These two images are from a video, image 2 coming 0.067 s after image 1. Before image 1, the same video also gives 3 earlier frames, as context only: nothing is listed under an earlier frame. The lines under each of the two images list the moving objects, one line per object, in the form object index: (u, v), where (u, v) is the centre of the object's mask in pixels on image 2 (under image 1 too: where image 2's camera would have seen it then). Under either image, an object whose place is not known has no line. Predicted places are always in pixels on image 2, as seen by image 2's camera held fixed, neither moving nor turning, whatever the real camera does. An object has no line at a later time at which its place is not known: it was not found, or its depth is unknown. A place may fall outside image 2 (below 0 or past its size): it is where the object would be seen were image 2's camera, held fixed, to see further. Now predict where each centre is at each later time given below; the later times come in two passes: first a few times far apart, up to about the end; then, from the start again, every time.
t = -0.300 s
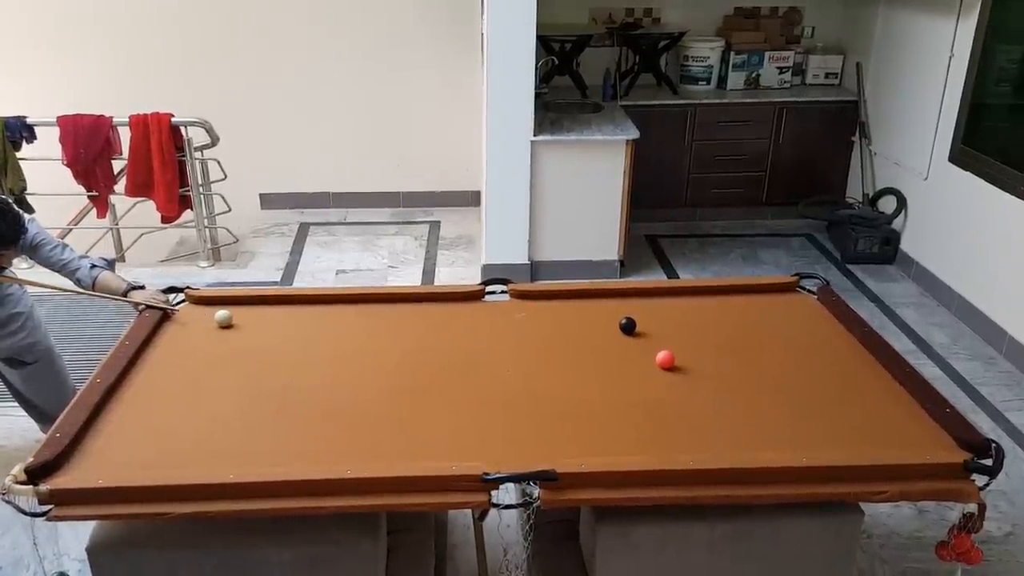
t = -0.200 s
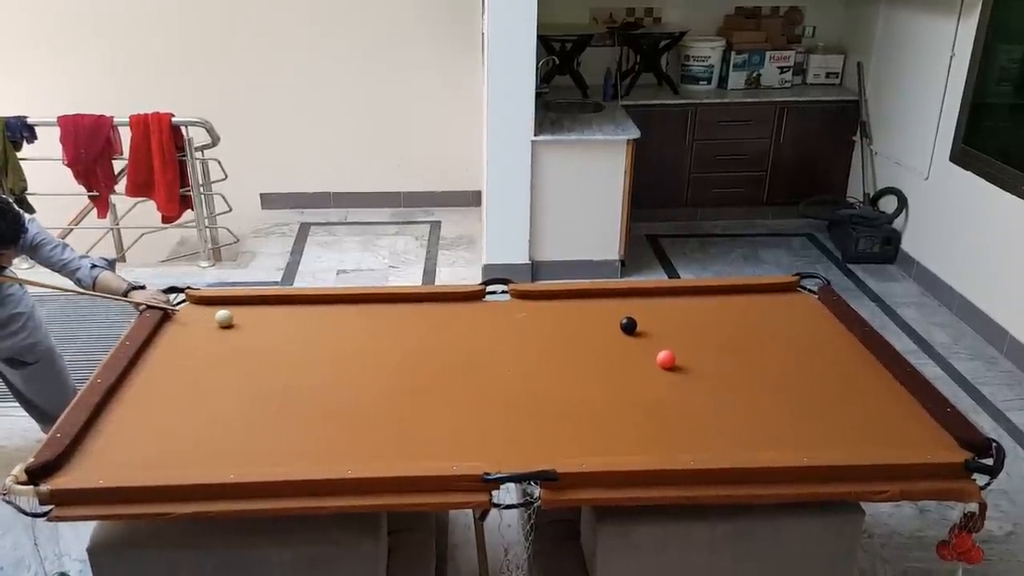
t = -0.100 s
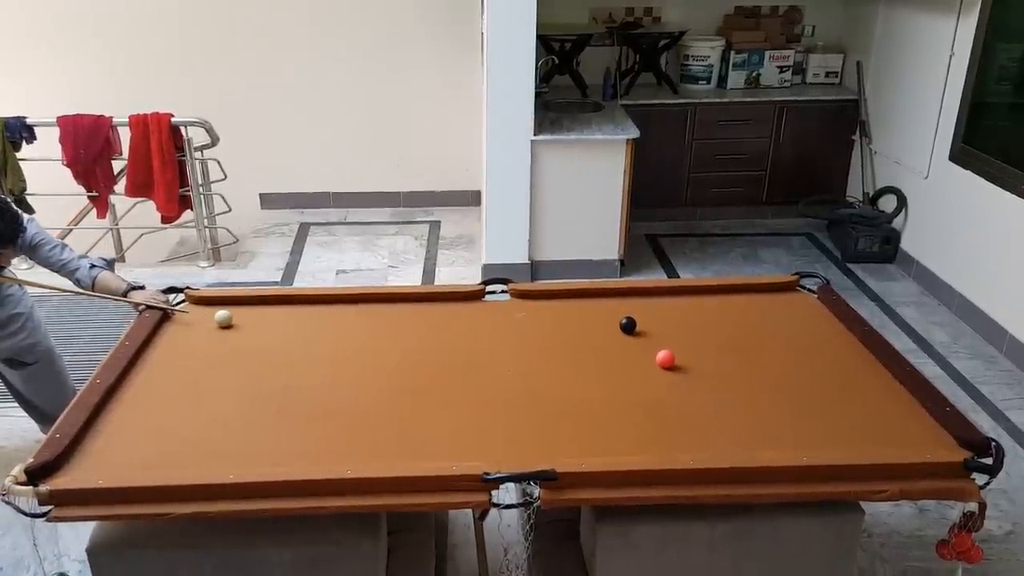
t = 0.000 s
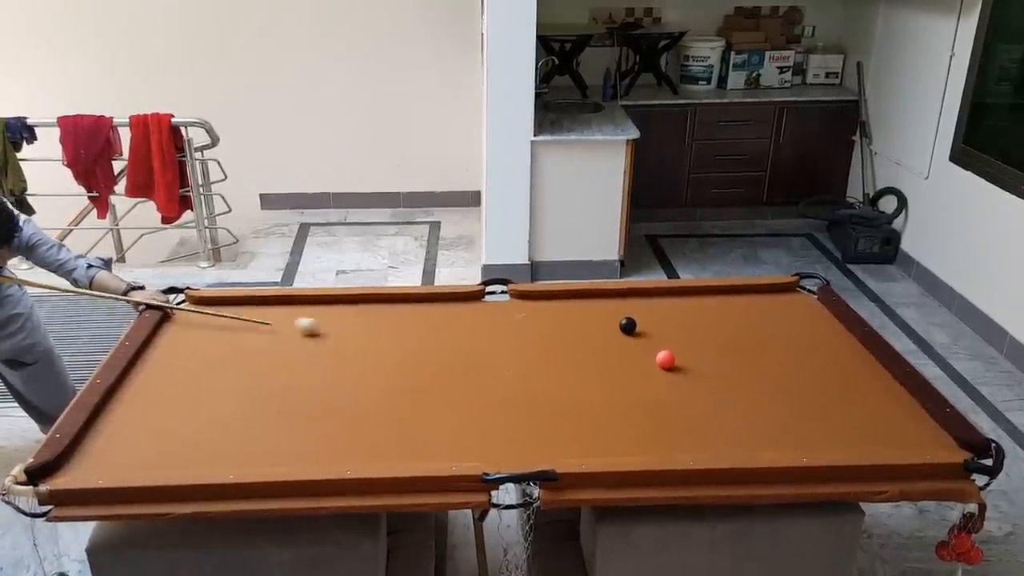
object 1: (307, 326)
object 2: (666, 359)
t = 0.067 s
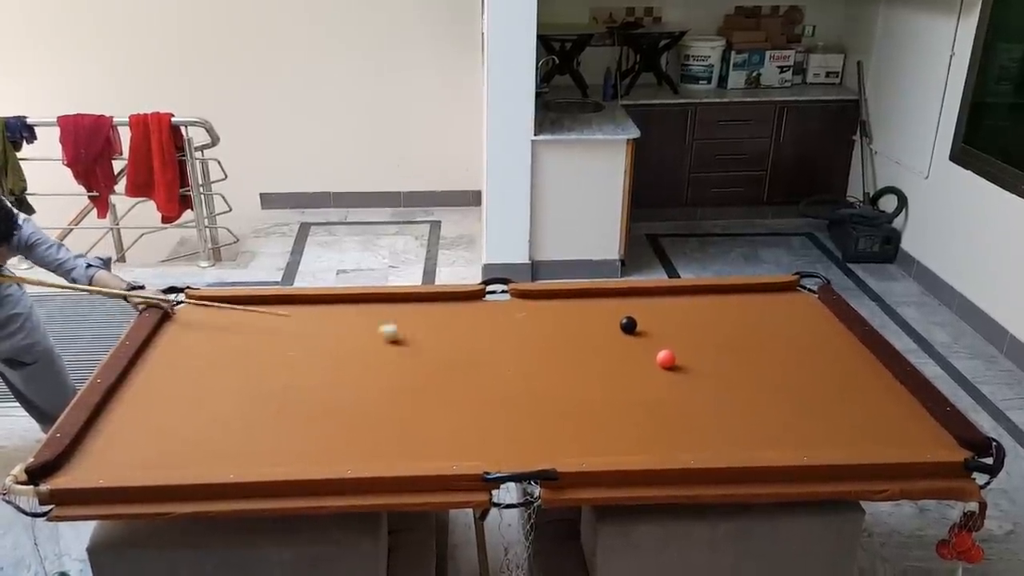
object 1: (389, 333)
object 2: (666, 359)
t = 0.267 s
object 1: (623, 354)
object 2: (665, 359)
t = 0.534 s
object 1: (691, 354)
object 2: (885, 390)
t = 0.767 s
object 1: (770, 356)
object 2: (772, 415)
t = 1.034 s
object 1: (856, 359)
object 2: (645, 443)
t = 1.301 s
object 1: (838, 364)
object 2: (518, 453)
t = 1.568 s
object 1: (802, 369)
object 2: (400, 447)
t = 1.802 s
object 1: (770, 374)
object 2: (301, 442)
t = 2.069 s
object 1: (737, 379)
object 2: (193, 439)
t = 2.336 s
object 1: (706, 384)
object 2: (91, 435)
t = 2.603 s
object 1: (677, 388)
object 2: (144, 429)
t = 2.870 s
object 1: (650, 393)
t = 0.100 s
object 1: (429, 337)
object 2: (666, 359)
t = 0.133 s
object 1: (469, 340)
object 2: (666, 359)
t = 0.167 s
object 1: (509, 343)
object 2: (666, 359)
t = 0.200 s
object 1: (546, 346)
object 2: (665, 359)
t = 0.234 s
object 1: (584, 351)
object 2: (666, 359)
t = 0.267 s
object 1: (623, 354)
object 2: (665, 359)
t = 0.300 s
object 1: (648, 356)
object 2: (681, 361)
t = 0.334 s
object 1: (650, 355)
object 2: (719, 365)
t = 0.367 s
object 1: (654, 355)
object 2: (757, 369)
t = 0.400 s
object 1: (659, 354)
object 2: (794, 374)
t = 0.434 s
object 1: (665, 354)
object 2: (830, 378)
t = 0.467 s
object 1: (673, 354)
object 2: (865, 382)
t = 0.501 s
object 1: (681, 354)
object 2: (899, 387)
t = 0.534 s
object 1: (691, 354)
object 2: (885, 390)
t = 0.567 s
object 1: (703, 354)
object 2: (866, 394)
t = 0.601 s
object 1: (713, 354)
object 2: (848, 398)
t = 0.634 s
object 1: (725, 355)
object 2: (832, 401)
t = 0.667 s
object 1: (736, 355)
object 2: (817, 404)
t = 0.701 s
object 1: (747, 356)
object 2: (802, 408)
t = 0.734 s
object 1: (758, 356)
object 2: (787, 411)
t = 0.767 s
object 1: (770, 356)
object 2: (772, 415)
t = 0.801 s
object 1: (780, 357)
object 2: (756, 419)
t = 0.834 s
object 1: (791, 357)
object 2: (741, 422)
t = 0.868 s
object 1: (803, 357)
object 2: (726, 426)
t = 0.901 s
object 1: (813, 358)
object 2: (709, 430)
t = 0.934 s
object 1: (824, 358)
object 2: (694, 433)
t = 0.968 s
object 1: (835, 358)
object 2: (678, 436)
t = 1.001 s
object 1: (845, 359)
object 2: (662, 440)
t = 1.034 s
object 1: (856, 359)
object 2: (645, 443)
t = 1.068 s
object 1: (868, 360)
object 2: (629, 446)
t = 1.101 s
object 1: (870, 360)
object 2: (613, 449)
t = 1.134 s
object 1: (863, 361)
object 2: (596, 451)
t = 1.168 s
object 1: (857, 362)
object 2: (579, 452)
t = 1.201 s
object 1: (852, 362)
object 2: (564, 451)
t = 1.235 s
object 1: (848, 363)
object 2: (549, 452)
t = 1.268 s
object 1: (843, 363)
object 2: (534, 454)
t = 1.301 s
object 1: (838, 364)
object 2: (518, 453)
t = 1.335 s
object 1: (833, 365)
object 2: (503, 452)
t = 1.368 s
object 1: (828, 365)
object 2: (488, 451)
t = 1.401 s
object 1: (824, 366)
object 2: (472, 450)
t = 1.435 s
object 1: (819, 366)
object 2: (458, 449)
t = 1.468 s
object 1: (815, 367)
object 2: (443, 449)
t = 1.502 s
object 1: (810, 368)
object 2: (428, 448)
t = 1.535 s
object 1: (806, 369)
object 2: (414, 447)
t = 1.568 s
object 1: (802, 369)
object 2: (400, 447)
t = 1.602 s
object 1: (797, 370)
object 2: (385, 446)
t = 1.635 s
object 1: (792, 371)
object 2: (371, 446)
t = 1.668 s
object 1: (788, 371)
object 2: (357, 445)
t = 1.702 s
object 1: (783, 372)
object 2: (343, 444)
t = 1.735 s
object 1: (779, 373)
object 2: (329, 443)
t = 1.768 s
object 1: (775, 373)
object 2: (315, 443)
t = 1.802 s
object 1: (770, 374)
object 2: (301, 442)
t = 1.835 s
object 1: (766, 374)
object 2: (288, 442)
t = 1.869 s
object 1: (762, 375)
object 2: (274, 441)
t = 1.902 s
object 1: (758, 376)
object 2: (260, 441)
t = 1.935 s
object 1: (754, 377)
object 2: (247, 441)
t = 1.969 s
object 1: (750, 377)
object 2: (233, 440)
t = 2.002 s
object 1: (746, 378)
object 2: (220, 439)
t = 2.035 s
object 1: (741, 378)
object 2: (207, 439)
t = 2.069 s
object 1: (737, 379)
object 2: (193, 439)
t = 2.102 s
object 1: (733, 380)
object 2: (180, 438)
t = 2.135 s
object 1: (729, 380)
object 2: (167, 438)
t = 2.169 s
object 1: (725, 381)
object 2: (155, 437)
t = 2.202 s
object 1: (721, 382)
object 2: (142, 436)
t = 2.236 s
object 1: (717, 382)
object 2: (129, 436)
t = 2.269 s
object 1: (713, 383)
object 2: (117, 435)
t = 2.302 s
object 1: (709, 384)
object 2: (103, 435)
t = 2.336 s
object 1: (706, 384)
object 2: (91, 435)
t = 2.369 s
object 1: (702, 384)
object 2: (95, 434)
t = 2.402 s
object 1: (698, 385)
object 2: (103, 433)
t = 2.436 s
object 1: (694, 386)
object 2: (110, 432)
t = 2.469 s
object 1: (691, 386)
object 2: (117, 432)
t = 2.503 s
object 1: (687, 387)
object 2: (124, 431)
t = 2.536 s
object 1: (684, 388)
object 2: (131, 430)
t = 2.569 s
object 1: (680, 388)
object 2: (137, 430)
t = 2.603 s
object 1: (677, 388)
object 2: (144, 429)
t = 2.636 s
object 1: (673, 390)
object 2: (151, 428)
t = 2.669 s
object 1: (670, 390)
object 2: (157, 428)
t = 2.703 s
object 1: (666, 391)
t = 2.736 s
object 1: (663, 391)
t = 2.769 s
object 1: (659, 391)
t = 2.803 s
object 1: (656, 392)
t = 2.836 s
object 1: (653, 393)
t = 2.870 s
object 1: (650, 393)
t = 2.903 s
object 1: (647, 393)
